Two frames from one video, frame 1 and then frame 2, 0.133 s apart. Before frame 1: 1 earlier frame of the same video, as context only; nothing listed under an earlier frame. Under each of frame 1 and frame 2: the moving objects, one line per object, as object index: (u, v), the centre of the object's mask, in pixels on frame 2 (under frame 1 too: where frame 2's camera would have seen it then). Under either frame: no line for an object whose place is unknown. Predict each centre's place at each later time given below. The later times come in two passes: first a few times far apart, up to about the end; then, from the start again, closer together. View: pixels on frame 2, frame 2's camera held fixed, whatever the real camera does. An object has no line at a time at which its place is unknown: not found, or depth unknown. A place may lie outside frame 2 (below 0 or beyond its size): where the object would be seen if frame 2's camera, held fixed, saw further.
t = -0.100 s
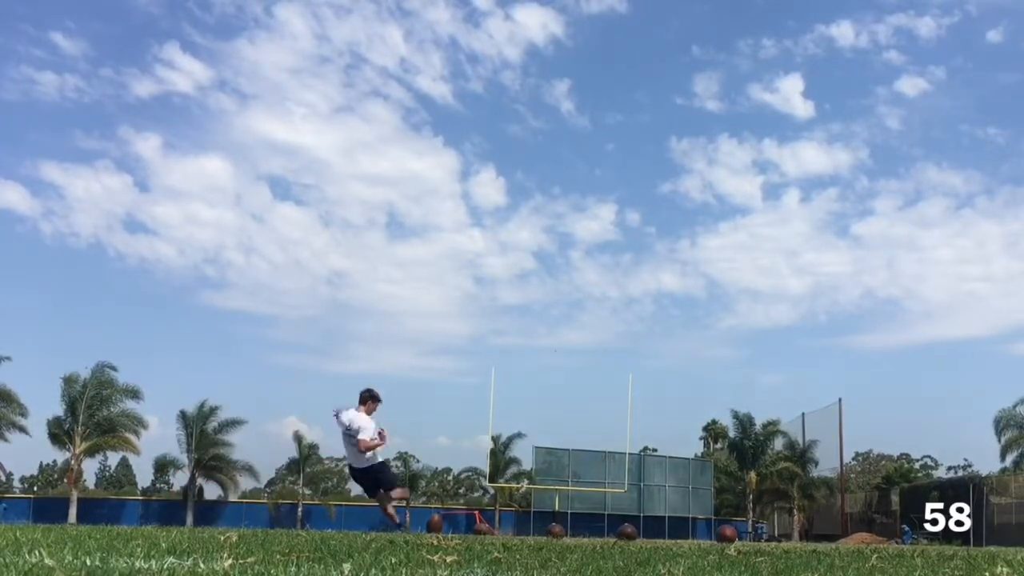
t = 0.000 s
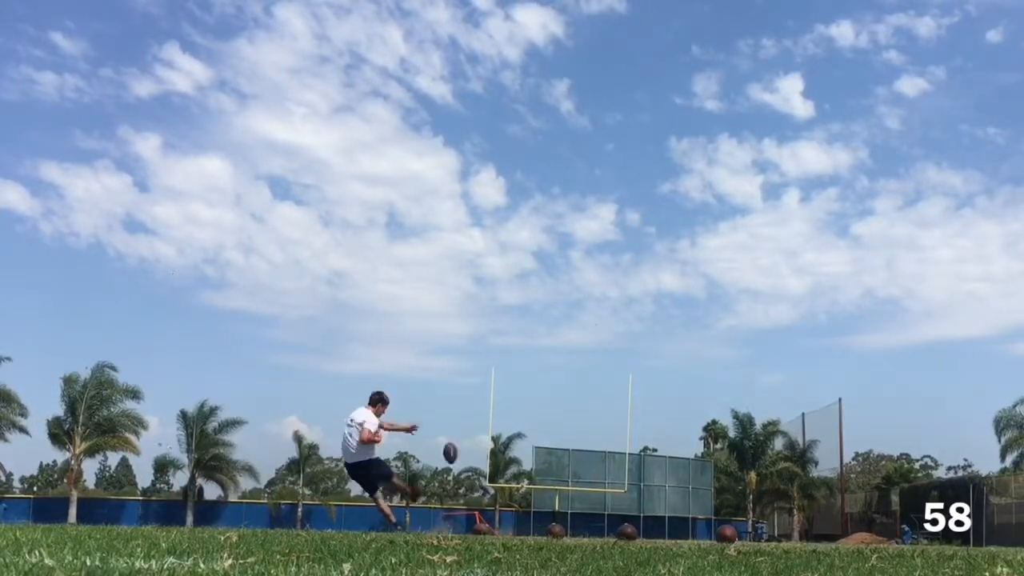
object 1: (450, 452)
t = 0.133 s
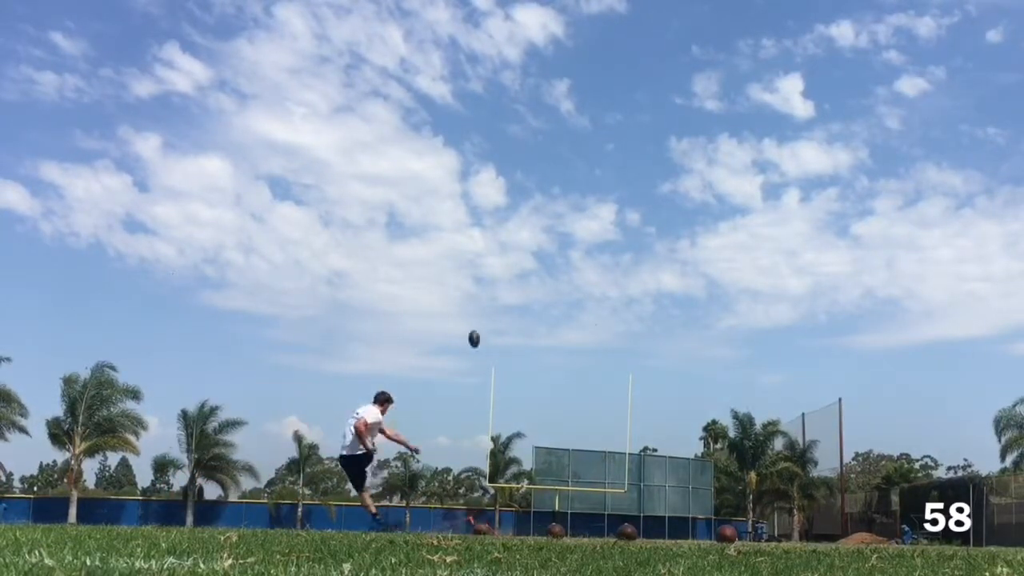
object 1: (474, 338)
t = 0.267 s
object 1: (490, 269)
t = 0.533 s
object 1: (511, 195)
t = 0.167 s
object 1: (478, 318)
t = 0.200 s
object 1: (482, 300)
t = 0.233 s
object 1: (486, 283)
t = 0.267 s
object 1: (490, 269)
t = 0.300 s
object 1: (493, 255)
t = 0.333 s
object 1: (496, 244)
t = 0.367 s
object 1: (498, 233)
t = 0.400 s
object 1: (501, 224)
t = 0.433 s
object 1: (504, 215)
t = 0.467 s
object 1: (506, 207)
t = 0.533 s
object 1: (511, 195)
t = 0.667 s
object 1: (518, 176)
